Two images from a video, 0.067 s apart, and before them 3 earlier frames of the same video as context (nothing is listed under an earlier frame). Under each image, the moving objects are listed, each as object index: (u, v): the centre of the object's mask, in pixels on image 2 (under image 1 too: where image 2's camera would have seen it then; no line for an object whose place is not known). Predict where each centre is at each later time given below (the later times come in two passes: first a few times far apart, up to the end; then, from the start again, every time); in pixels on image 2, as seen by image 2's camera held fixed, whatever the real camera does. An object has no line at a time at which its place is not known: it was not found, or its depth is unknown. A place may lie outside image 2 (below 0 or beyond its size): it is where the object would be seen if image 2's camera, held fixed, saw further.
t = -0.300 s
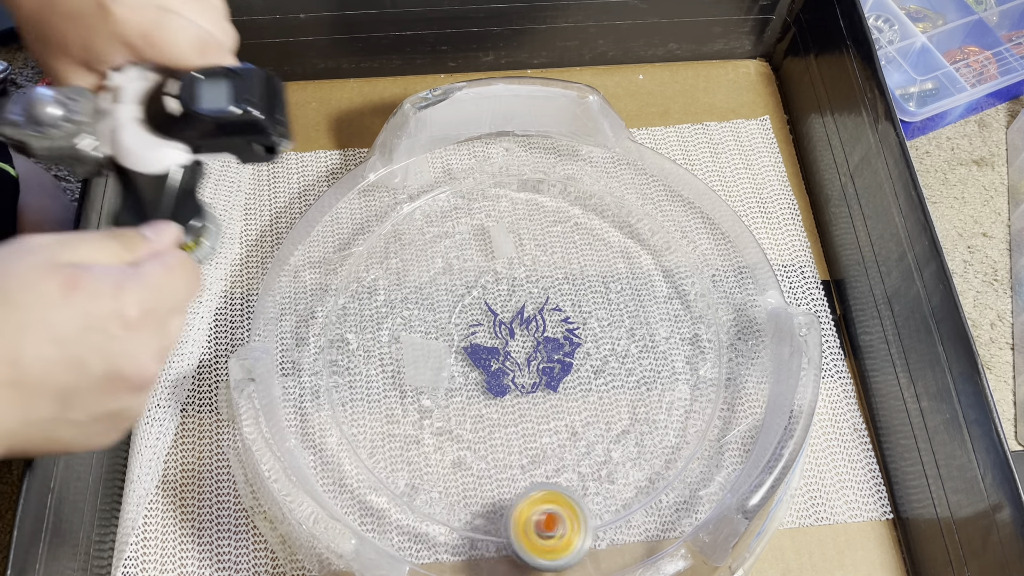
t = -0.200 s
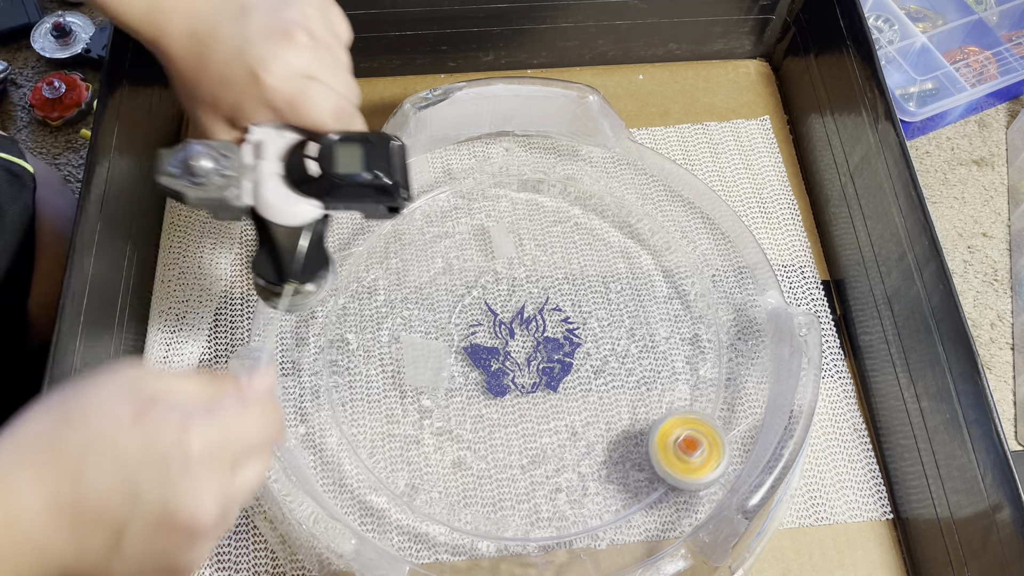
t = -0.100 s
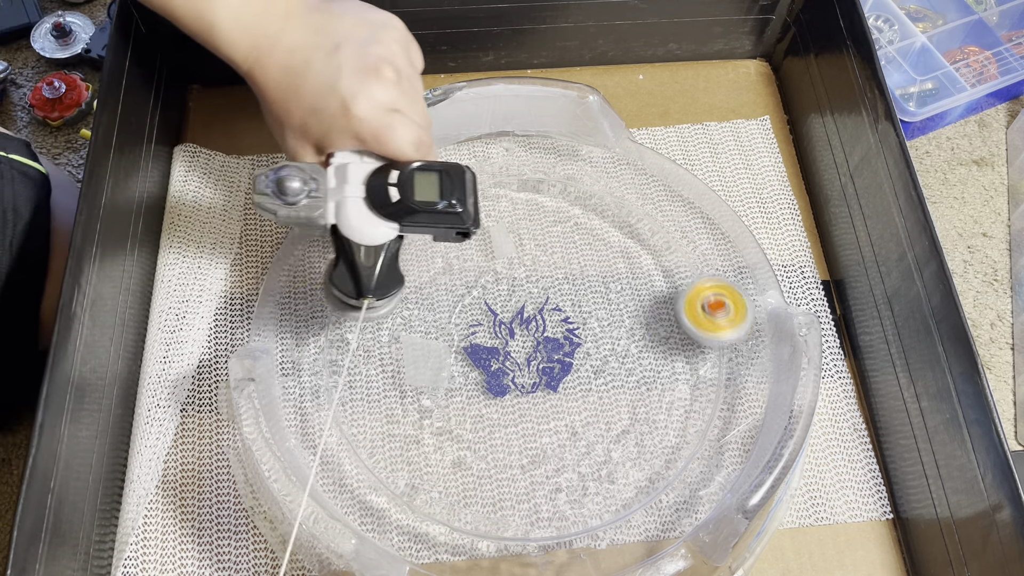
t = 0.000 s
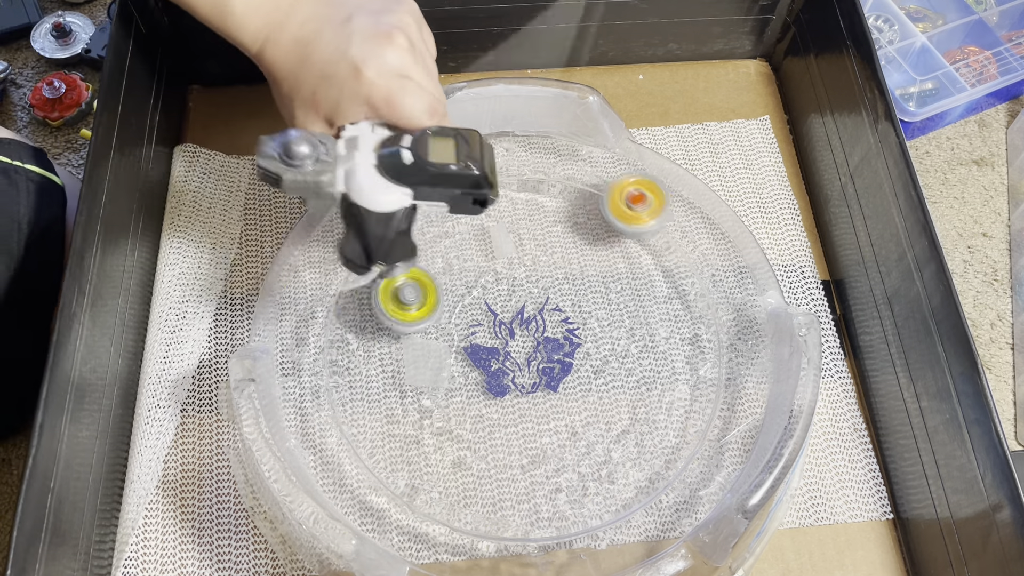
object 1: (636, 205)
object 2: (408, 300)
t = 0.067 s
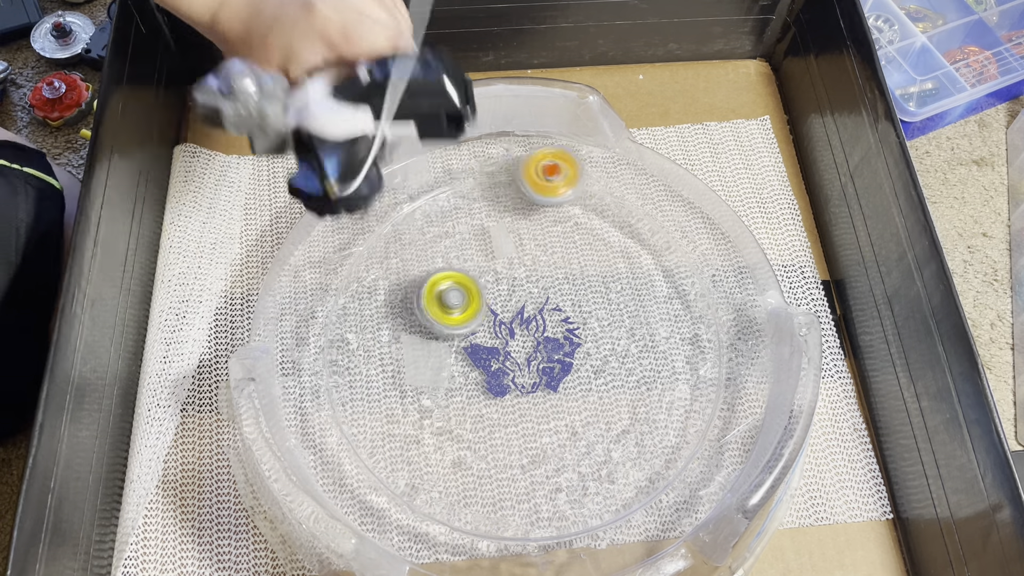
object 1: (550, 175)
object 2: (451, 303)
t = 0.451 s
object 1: (443, 511)
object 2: (538, 182)
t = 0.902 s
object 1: (535, 170)
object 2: (441, 305)
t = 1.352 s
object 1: (586, 517)
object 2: (688, 245)
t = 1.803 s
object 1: (587, 295)
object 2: (525, 248)
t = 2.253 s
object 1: (697, 408)
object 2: (553, 529)
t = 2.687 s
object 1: (383, 312)
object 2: (577, 200)
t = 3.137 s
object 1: (709, 392)
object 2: (587, 516)
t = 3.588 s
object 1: (329, 329)
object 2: (528, 269)
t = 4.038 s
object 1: (689, 373)
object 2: (581, 515)
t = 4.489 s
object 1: (327, 351)
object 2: (444, 279)
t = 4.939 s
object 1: (668, 335)
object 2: (560, 513)
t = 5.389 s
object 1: (330, 361)
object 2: (394, 242)
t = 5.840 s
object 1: (655, 317)
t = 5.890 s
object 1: (634, 267)
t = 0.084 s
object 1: (528, 174)
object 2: (462, 302)
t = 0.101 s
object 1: (507, 174)
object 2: (473, 299)
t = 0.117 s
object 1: (486, 175)
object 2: (482, 297)
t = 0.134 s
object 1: (464, 178)
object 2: (493, 293)
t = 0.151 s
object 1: (443, 185)
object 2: (502, 290)
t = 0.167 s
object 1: (424, 195)
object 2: (511, 285)
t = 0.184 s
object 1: (406, 207)
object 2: (517, 281)
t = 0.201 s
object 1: (389, 219)
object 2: (525, 274)
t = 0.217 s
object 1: (373, 233)
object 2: (531, 269)
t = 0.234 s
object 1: (358, 249)
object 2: (538, 263)
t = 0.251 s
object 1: (346, 266)
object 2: (543, 256)
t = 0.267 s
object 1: (338, 287)
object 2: (546, 250)
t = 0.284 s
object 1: (331, 308)
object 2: (549, 243)
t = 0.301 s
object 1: (327, 331)
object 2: (552, 236)
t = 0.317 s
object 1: (327, 353)
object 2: (554, 230)
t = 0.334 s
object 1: (330, 377)
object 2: (554, 223)
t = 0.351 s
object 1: (335, 401)
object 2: (554, 217)
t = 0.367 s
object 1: (347, 423)
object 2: (553, 210)
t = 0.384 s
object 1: (359, 444)
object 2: (551, 204)
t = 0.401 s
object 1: (375, 465)
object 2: (549, 199)
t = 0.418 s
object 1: (395, 483)
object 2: (545, 193)
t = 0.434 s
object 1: (419, 498)
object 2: (542, 188)
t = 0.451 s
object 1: (443, 511)
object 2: (538, 182)
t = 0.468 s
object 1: (471, 521)
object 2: (533, 176)
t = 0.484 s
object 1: (499, 524)
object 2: (527, 173)
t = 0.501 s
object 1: (527, 528)
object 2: (521, 174)
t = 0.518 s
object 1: (554, 527)
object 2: (513, 177)
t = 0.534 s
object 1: (582, 521)
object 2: (506, 178)
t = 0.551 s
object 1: (608, 512)
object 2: (500, 180)
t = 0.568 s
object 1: (633, 499)
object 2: (493, 181)
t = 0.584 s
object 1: (655, 483)
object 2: (486, 183)
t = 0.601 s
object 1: (675, 465)
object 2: (479, 184)
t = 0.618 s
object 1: (690, 444)
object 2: (474, 185)
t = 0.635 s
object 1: (704, 422)
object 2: (467, 186)
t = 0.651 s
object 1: (713, 399)
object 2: (461, 188)
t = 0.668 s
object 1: (719, 375)
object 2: (455, 189)
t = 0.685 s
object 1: (720, 352)
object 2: (450, 190)
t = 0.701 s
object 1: (719, 329)
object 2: (444, 190)
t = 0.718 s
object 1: (713, 308)
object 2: (438, 193)
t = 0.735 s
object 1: (707, 288)
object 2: (434, 195)
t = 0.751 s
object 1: (697, 267)
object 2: (427, 201)
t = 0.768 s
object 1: (685, 250)
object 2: (424, 207)
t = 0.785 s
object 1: (671, 234)
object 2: (420, 214)
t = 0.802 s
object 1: (655, 218)
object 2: (420, 223)
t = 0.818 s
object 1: (638, 206)
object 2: (419, 234)
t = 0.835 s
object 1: (619, 195)
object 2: (421, 247)
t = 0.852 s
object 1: (598, 185)
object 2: (422, 260)
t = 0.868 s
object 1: (579, 178)
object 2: (426, 275)
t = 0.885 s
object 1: (557, 173)
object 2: (432, 290)
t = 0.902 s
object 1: (535, 170)
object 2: (441, 305)
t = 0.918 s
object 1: (513, 170)
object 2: (450, 319)
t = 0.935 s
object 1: (490, 172)
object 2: (463, 334)
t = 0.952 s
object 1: (470, 175)
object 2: (476, 346)
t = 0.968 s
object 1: (450, 182)
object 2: (489, 357)
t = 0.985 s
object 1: (429, 190)
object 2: (504, 366)
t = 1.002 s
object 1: (409, 201)
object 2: (520, 374)
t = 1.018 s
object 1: (391, 214)
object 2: (535, 381)
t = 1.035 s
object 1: (375, 229)
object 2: (552, 385)
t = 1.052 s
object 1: (360, 245)
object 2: (569, 389)
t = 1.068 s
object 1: (348, 264)
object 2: (586, 390)
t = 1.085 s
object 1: (339, 284)
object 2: (604, 391)
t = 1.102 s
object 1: (330, 307)
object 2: (621, 389)
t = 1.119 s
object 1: (327, 329)
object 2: (638, 386)
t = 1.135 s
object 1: (326, 353)
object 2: (651, 381)
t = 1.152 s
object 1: (329, 377)
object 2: (665, 375)
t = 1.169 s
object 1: (336, 402)
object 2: (678, 369)
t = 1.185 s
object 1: (346, 425)
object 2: (690, 359)
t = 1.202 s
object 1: (361, 446)
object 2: (701, 350)
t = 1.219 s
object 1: (377, 467)
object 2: (710, 339)
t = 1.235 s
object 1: (398, 485)
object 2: (718, 329)
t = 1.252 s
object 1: (419, 500)
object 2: (720, 316)
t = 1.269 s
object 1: (445, 513)
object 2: (716, 304)
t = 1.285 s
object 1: (473, 522)
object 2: (713, 293)
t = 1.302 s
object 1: (501, 525)
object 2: (708, 281)
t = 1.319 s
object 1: (529, 529)
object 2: (702, 268)
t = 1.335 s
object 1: (558, 524)
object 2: (695, 256)
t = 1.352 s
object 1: (586, 517)
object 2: (688, 245)
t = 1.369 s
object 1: (613, 510)
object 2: (680, 233)
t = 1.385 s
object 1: (634, 494)
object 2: (672, 222)
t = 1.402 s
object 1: (655, 479)
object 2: (665, 210)
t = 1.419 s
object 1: (676, 463)
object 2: (658, 198)
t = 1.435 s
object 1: (690, 444)
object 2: (653, 187)
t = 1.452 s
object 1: (702, 424)
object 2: (645, 176)
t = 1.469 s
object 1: (711, 404)
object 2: (638, 166)
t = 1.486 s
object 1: (716, 383)
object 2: (632, 156)
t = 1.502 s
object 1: (716, 361)
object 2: (632, 152)
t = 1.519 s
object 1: (716, 340)
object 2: (630, 151)
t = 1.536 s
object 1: (712, 319)
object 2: (629, 152)
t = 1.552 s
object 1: (707, 299)
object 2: (628, 158)
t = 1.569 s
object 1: (700, 281)
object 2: (628, 166)
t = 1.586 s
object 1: (691, 262)
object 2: (628, 169)
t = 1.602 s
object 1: (680, 246)
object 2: (628, 173)
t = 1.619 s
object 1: (670, 235)
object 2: (626, 174)
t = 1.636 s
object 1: (669, 242)
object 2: (616, 164)
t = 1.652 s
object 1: (668, 249)
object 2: (607, 164)
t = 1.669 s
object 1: (665, 255)
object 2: (597, 167)
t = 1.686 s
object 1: (659, 262)
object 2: (585, 172)
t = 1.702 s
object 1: (653, 268)
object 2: (574, 179)
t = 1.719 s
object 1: (644, 275)
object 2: (564, 188)
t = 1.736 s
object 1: (636, 279)
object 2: (555, 196)
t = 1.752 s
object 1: (625, 284)
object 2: (546, 206)
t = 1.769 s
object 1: (613, 289)
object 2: (539, 219)
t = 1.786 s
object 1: (600, 292)
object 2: (531, 232)
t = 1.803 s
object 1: (587, 295)
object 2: (525, 248)
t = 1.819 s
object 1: (585, 308)
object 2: (509, 254)
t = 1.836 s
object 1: (591, 328)
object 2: (487, 255)
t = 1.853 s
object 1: (595, 347)
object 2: (470, 258)
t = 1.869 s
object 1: (598, 365)
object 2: (451, 263)
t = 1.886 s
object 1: (601, 380)
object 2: (434, 269)
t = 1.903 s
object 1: (604, 395)
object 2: (420, 275)
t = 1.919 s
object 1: (608, 410)
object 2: (407, 283)
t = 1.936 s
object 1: (610, 422)
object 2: (395, 292)
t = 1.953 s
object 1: (613, 433)
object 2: (385, 303)
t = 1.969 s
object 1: (616, 442)
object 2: (376, 314)
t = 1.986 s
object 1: (618, 450)
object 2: (371, 327)
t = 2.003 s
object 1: (621, 456)
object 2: (366, 341)
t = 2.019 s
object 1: (624, 461)
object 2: (365, 355)
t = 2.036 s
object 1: (628, 465)
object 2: (365, 370)
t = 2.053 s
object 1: (632, 467)
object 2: (368, 387)
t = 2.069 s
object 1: (636, 468)
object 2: (371, 403)
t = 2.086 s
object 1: (639, 468)
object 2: (380, 419)
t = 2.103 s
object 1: (644, 466)
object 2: (389, 434)
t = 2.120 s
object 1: (649, 464)
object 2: (400, 451)
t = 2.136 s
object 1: (654, 460)
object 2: (414, 466)
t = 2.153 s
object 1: (660, 456)
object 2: (428, 481)
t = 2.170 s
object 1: (665, 450)
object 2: (444, 494)
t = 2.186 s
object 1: (672, 444)
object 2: (463, 507)
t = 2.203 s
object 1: (678, 436)
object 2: (485, 519)
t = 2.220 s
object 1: (684, 428)
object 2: (506, 528)
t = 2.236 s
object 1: (691, 419)
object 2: (530, 532)
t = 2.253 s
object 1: (697, 408)
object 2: (553, 529)
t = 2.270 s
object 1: (702, 395)
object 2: (578, 524)
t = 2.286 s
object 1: (705, 383)
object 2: (600, 516)
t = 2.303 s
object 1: (707, 369)
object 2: (622, 506)
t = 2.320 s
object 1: (707, 355)
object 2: (644, 492)
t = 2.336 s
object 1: (703, 341)
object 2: (661, 477)
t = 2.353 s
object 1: (698, 327)
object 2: (678, 461)
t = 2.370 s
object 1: (691, 312)
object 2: (691, 442)
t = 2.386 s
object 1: (681, 299)
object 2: (701, 424)
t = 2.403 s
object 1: (670, 287)
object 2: (707, 404)
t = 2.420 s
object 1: (657, 276)
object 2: (713, 383)
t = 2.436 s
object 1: (642, 266)
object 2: (716, 365)
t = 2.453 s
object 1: (626, 258)
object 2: (714, 345)
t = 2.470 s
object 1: (609, 251)
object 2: (712, 326)
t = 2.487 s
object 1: (590, 247)
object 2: (711, 309)
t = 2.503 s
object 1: (571, 243)
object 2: (705, 291)
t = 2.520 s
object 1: (552, 241)
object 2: (695, 276)
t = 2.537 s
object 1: (531, 241)
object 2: (686, 262)
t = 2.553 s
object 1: (512, 243)
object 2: (678, 249)
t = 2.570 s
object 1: (492, 247)
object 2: (668, 236)
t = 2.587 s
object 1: (475, 251)
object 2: (657, 226)
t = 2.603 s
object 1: (456, 258)
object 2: (645, 218)
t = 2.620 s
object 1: (438, 267)
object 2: (633, 210)
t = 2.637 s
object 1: (423, 275)
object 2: (621, 204)
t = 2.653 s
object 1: (408, 286)
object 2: (606, 202)
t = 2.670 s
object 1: (394, 300)
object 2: (592, 200)
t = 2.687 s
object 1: (383, 312)
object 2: (577, 200)
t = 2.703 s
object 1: (371, 328)
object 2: (562, 202)
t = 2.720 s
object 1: (364, 343)
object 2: (546, 206)
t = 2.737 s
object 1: (358, 360)
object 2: (531, 212)
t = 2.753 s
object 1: (353, 379)
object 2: (515, 220)
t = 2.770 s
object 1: (350, 398)
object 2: (500, 231)
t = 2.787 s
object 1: (348, 417)
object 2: (486, 242)
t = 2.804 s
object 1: (351, 436)
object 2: (475, 254)
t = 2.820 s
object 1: (364, 451)
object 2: (460, 270)
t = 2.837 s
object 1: (379, 469)
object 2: (449, 286)
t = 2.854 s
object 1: (397, 483)
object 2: (439, 303)
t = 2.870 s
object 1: (416, 496)
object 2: (431, 321)
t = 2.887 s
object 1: (436, 505)
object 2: (426, 340)
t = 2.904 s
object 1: (460, 514)
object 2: (424, 359)
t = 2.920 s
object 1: (484, 522)
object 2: (423, 377)
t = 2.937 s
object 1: (507, 524)
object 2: (424, 397)
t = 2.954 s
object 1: (532, 525)
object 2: (428, 416)
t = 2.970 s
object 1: (555, 523)
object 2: (434, 435)
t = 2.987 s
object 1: (580, 518)
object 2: (441, 453)
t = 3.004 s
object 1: (603, 510)
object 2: (452, 469)
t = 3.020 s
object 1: (623, 500)
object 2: (463, 486)
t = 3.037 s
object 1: (643, 488)
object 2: (478, 500)
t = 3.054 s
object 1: (660, 474)
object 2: (494, 514)
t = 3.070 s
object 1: (676, 459)
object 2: (511, 528)
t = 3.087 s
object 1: (687, 443)
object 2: (530, 527)
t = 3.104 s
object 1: (697, 426)
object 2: (549, 525)
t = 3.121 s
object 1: (705, 410)
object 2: (569, 521)
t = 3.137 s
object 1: (709, 392)
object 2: (587, 516)
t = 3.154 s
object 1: (710, 375)
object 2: (605, 509)
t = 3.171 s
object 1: (710, 358)
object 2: (623, 501)
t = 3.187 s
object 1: (708, 340)
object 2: (639, 489)
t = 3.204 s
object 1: (702, 324)
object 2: (651, 476)
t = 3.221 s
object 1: (694, 308)
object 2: (667, 465)
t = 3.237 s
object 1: (684, 293)
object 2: (680, 454)
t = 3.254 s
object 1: (673, 280)
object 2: (689, 439)
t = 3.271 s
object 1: (660, 268)
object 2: (697, 422)
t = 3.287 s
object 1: (643, 256)
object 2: (701, 408)
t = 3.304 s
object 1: (627, 246)
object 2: (707, 393)
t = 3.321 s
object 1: (608, 239)
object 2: (712, 379)
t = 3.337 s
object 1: (589, 232)
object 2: (715, 364)
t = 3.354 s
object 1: (570, 227)
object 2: (717, 351)
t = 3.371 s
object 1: (549, 224)
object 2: (715, 337)
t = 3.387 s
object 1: (529, 223)
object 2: (709, 326)
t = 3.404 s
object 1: (509, 224)
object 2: (703, 314)
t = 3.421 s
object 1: (490, 225)
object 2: (695, 304)
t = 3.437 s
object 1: (470, 229)
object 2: (683, 293)
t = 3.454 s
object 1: (450, 234)
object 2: (670, 285)
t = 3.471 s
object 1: (432, 241)
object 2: (656, 278)
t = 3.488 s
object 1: (413, 249)
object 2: (639, 272)
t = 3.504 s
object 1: (396, 259)
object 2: (622, 267)
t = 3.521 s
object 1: (381, 271)
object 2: (604, 265)
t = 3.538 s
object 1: (367, 283)
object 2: (585, 263)
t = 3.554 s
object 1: (353, 297)
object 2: (566, 263)
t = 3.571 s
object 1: (341, 313)
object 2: (547, 266)
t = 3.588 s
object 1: (329, 329)
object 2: (528, 269)
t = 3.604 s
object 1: (327, 345)
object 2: (510, 276)
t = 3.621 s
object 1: (331, 364)
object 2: (492, 282)
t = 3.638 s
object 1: (336, 385)
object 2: (474, 290)
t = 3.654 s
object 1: (341, 404)
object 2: (458, 300)
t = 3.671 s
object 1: (347, 424)
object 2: (443, 310)
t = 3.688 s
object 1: (357, 441)
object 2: (428, 323)
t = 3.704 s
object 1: (372, 458)
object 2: (417, 337)
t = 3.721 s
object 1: (388, 473)
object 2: (405, 349)
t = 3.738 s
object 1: (406, 487)
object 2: (396, 364)
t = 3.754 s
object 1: (426, 498)
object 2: (388, 378)
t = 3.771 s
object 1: (446, 509)
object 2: (382, 394)
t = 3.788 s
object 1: (469, 517)
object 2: (377, 412)
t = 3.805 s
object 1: (492, 522)
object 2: (376, 429)
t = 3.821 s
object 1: (516, 524)
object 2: (375, 447)
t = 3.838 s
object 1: (539, 523)
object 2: (376, 465)
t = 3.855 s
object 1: (561, 522)
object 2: (387, 476)
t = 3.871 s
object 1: (583, 517)
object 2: (402, 486)
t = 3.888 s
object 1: (604, 509)
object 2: (417, 498)
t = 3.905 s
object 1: (623, 499)
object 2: (435, 504)
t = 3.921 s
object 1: (639, 487)
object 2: (452, 510)
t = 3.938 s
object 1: (654, 473)
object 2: (470, 518)
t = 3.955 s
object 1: (667, 459)
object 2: (488, 522)
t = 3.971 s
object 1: (675, 443)
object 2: (507, 521)
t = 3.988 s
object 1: (683, 426)
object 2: (528, 519)
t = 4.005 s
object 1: (688, 408)
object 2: (547, 517)
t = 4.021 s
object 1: (690, 391)
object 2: (564, 516)
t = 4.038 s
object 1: (689, 373)
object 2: (581, 515)
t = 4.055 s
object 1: (687, 356)
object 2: (599, 511)
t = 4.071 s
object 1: (682, 337)
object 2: (612, 500)
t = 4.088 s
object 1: (673, 321)
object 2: (625, 491)
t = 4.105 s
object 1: (664, 306)
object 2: (639, 479)
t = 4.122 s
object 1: (653, 290)
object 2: (651, 470)
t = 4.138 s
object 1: (639, 277)
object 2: (662, 459)
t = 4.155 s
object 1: (623, 264)
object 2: (670, 447)
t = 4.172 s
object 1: (607, 253)
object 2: (678, 433)
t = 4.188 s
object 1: (591, 243)
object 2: (680, 420)
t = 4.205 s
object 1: (573, 234)
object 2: (682, 406)
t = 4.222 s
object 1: (554, 228)
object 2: (680, 393)
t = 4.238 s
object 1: (535, 224)
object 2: (677, 377)
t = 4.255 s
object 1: (516, 220)
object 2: (670, 363)
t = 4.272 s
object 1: (497, 219)
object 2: (662, 350)
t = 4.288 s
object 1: (478, 218)
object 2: (650, 336)
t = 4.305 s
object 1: (458, 219)
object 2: (639, 323)
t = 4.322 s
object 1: (440, 222)
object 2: (624, 313)
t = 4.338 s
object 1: (421, 227)
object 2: (609, 303)
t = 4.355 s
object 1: (402, 233)
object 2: (593, 295)
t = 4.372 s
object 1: (384, 240)
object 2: (575, 288)
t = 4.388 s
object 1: (366, 248)
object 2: (555, 282)
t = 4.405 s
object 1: (351, 258)
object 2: (537, 278)
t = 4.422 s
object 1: (342, 274)
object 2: (518, 276)
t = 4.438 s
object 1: (335, 292)
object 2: (499, 274)
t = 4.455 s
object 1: (331, 311)
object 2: (480, 274)
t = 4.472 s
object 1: (328, 331)
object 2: (462, 276)
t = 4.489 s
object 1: (327, 351)
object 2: (444, 279)
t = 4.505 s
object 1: (331, 370)
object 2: (427, 284)
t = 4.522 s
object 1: (335, 391)
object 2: (411, 290)
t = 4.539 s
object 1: (342, 411)
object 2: (395, 297)
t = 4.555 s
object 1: (352, 430)
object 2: (380, 306)
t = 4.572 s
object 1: (365, 449)
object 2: (367, 316)
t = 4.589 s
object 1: (381, 466)
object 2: (355, 327)
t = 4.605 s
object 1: (399, 481)
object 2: (343, 340)
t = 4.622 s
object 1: (418, 494)
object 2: (332, 354)
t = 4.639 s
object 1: (440, 506)
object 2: (326, 367)
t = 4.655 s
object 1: (462, 515)
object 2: (332, 380)
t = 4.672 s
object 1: (486, 520)
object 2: (339, 395)
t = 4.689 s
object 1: (509, 523)
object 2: (345, 413)
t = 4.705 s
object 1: (532, 523)
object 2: (350, 427)
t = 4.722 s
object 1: (553, 520)
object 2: (359, 441)
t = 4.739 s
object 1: (574, 515)
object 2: (373, 454)
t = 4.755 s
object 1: (592, 509)
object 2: (386, 467)
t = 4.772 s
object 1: (609, 499)
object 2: (398, 477)
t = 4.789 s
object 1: (626, 487)
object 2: (411, 490)
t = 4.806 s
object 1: (639, 475)
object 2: (427, 499)
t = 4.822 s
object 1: (651, 460)
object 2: (444, 505)
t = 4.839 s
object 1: (661, 444)
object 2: (461, 511)
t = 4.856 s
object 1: (668, 427)
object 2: (476, 518)
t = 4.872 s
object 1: (674, 409)
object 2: (495, 521)
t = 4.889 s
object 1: (677, 391)
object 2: (511, 521)
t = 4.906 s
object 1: (675, 371)
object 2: (528, 521)
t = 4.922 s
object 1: (672, 353)
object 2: (545, 519)
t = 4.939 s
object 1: (668, 335)
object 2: (560, 513)
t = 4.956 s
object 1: (661, 317)
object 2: (574, 507)
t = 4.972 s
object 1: (652, 301)
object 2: (587, 499)
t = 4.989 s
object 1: (642, 285)
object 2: (597, 488)
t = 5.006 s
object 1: (629, 270)
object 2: (608, 474)
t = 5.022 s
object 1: (616, 256)
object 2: (616, 461)
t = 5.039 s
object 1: (602, 245)
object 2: (622, 446)
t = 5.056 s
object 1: (586, 233)
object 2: (625, 430)
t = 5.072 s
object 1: (569, 224)
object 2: (627, 412)
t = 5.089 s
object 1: (553, 216)
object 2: (626, 395)
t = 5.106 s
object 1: (535, 209)
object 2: (623, 377)
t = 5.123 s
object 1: (515, 204)
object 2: (618, 361)
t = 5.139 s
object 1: (497, 200)
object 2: (611, 344)
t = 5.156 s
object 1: (476, 197)
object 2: (602, 329)
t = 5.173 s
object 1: (458, 195)
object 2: (593, 315)
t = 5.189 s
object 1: (440, 195)
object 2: (581, 301)
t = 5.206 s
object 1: (421, 195)
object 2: (569, 289)
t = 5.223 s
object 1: (406, 202)
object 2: (555, 278)
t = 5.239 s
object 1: (393, 214)
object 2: (540, 267)
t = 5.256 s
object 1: (380, 229)
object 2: (525, 259)
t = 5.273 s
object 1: (369, 239)
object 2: (510, 253)
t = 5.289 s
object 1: (356, 253)
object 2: (494, 246)
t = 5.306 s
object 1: (348, 269)
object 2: (477, 242)
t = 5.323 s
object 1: (342, 287)
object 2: (461, 239)
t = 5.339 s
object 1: (335, 305)
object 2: (444, 238)
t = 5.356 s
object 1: (330, 322)
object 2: (426, 238)
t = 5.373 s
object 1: (329, 341)
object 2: (410, 239)
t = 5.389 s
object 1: (330, 361)
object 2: (394, 242)
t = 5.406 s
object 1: (333, 381)
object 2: (378, 246)
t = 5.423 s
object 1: (339, 400)
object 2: (360, 251)
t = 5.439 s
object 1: (348, 419)
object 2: (350, 261)
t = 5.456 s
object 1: (357, 437)
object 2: (343, 273)
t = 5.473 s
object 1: (370, 452)
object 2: (338, 288)
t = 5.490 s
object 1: (386, 469)
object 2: (334, 302)
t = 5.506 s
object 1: (402, 481)
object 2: (332, 317)
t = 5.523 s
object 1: (419, 492)
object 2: (328, 333)
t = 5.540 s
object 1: (438, 501)
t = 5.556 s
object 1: (458, 507)
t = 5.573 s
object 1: (477, 513)
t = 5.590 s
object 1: (498, 514)
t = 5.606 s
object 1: (518, 513)
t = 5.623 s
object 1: (538, 510)
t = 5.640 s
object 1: (556, 504)
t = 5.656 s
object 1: (575, 496)
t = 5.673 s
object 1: (593, 485)
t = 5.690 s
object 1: (608, 473)
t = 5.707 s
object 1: (623, 459)
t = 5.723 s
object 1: (634, 443)
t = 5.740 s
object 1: (644, 426)
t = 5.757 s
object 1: (652, 409)
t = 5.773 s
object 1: (656, 391)
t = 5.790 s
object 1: (660, 371)
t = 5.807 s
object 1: (661, 354)
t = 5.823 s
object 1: (658, 335)
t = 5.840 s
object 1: (655, 317)
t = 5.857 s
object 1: (650, 299)
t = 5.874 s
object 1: (642, 283)
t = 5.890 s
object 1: (634, 267)
